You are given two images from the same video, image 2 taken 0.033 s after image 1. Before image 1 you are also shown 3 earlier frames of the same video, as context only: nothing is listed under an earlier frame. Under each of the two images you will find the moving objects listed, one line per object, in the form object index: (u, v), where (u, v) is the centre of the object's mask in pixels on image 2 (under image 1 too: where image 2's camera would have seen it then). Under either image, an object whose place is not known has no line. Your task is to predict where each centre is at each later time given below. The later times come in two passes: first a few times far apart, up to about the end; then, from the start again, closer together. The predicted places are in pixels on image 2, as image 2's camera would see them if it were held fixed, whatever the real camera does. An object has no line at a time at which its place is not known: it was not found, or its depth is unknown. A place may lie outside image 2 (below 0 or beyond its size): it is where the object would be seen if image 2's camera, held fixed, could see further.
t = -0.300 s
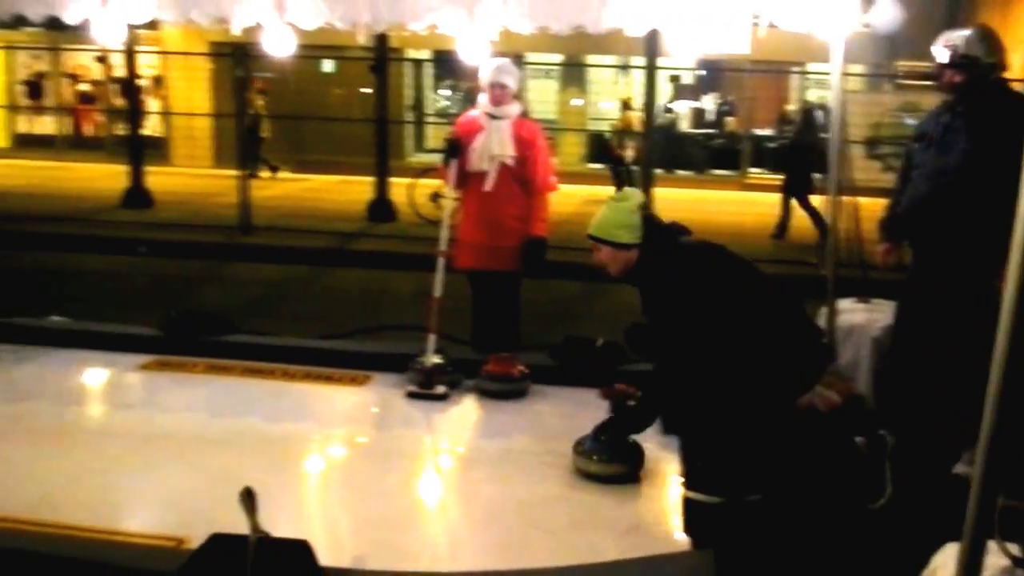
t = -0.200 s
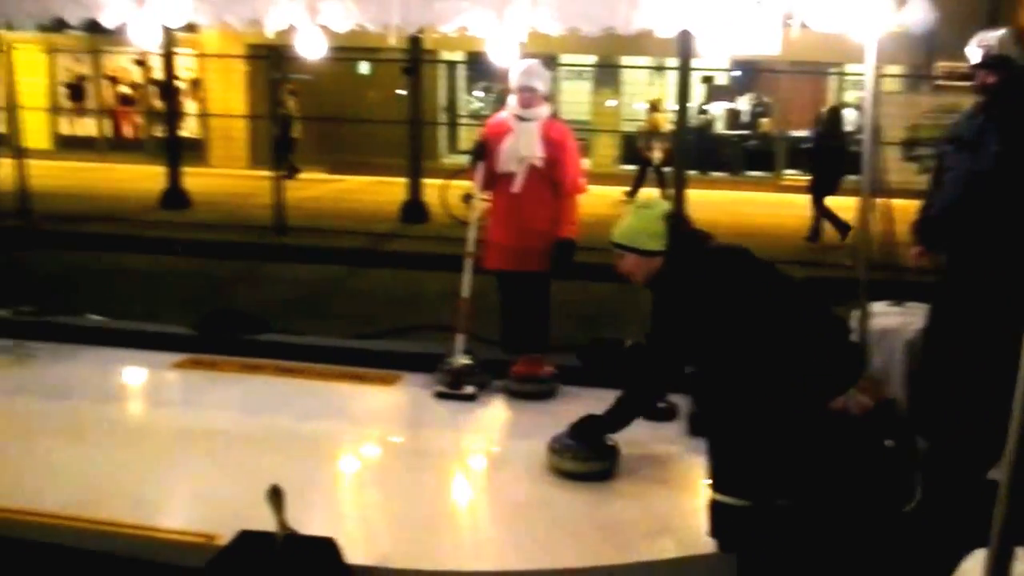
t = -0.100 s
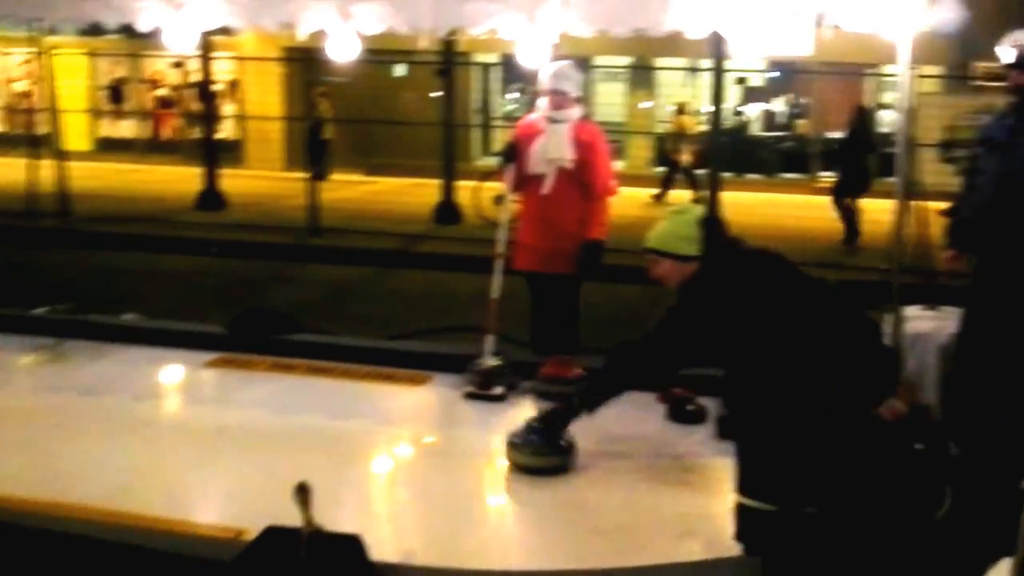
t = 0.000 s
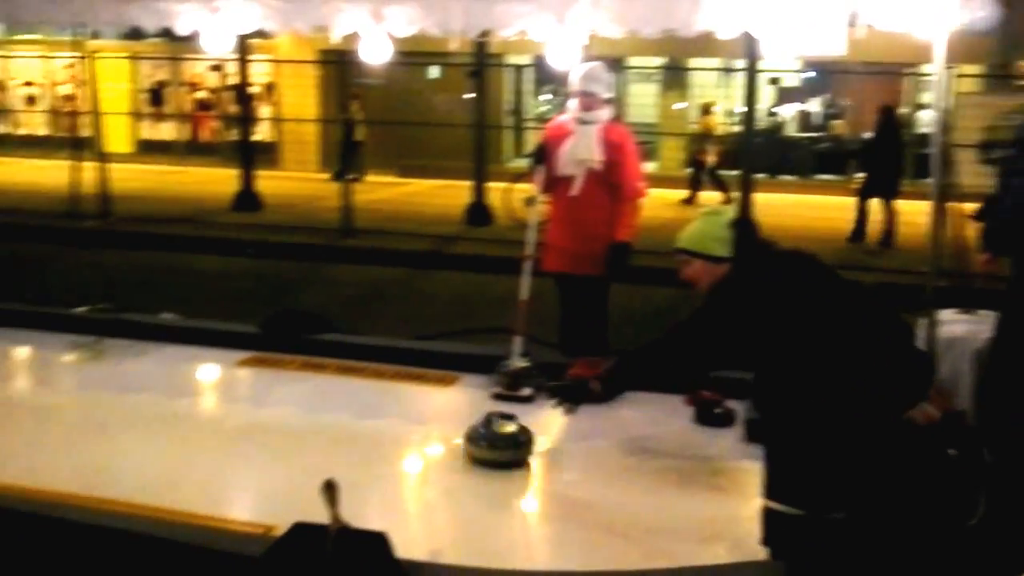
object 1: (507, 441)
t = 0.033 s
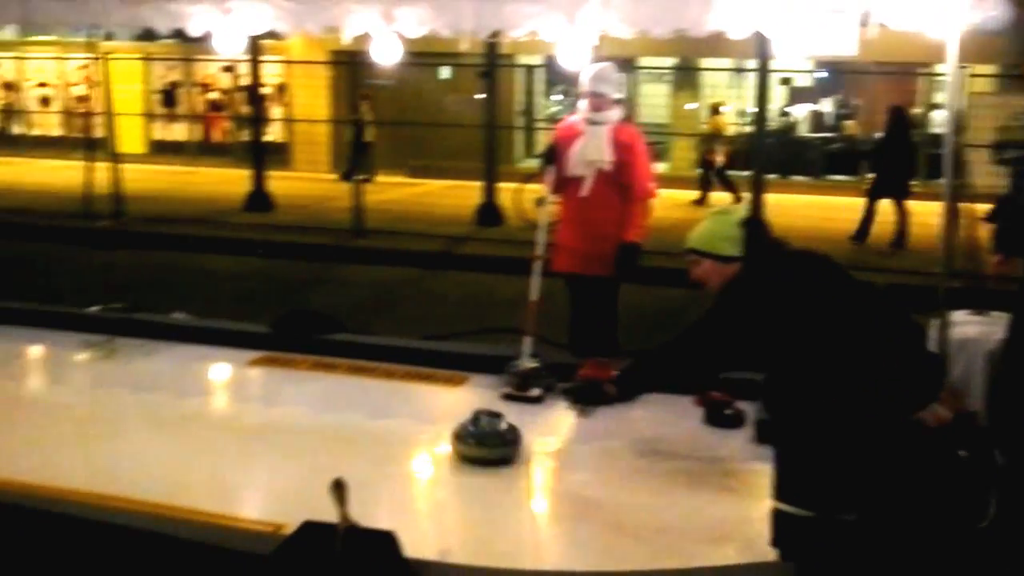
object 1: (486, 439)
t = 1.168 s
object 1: (-62, 372)
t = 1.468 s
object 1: (-166, 360)
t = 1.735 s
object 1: (-248, 351)
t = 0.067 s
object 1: (465, 437)
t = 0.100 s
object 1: (444, 434)
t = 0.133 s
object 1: (423, 431)
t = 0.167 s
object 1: (403, 428)
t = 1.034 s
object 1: (-12, 378)
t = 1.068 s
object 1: (-25, 377)
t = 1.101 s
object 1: (-37, 375)
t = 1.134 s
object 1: (-50, 374)
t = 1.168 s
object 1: (-62, 372)
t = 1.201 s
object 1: (-75, 371)
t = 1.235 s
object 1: (-87, 369)
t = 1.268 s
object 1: (-99, 367)
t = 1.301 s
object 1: (-110, 366)
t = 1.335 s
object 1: (-122, 365)
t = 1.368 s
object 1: (-133, 363)
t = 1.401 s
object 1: (-144, 362)
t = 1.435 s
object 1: (-155, 361)
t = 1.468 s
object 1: (-166, 360)
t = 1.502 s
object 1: (-176, 359)
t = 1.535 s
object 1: (-187, 358)
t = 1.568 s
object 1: (-197, 356)
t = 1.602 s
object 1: (-208, 355)
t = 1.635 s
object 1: (-218, 354)
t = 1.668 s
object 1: (-228, 353)
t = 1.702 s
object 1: (-238, 352)
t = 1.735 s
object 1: (-248, 351)
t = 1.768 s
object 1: (-258, 350)
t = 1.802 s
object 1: (-268, 349)
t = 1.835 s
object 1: (-278, 347)
